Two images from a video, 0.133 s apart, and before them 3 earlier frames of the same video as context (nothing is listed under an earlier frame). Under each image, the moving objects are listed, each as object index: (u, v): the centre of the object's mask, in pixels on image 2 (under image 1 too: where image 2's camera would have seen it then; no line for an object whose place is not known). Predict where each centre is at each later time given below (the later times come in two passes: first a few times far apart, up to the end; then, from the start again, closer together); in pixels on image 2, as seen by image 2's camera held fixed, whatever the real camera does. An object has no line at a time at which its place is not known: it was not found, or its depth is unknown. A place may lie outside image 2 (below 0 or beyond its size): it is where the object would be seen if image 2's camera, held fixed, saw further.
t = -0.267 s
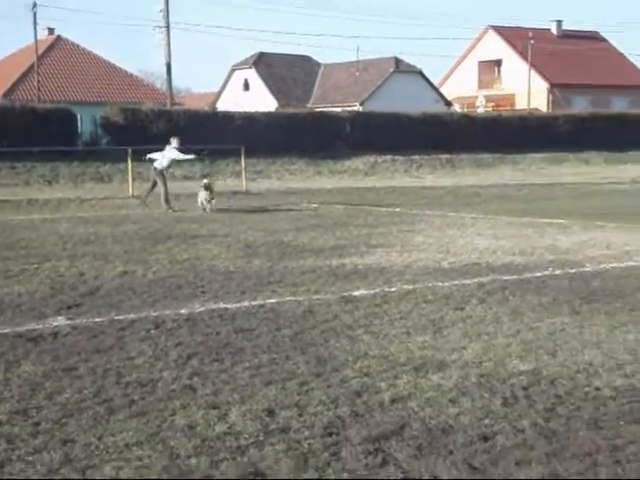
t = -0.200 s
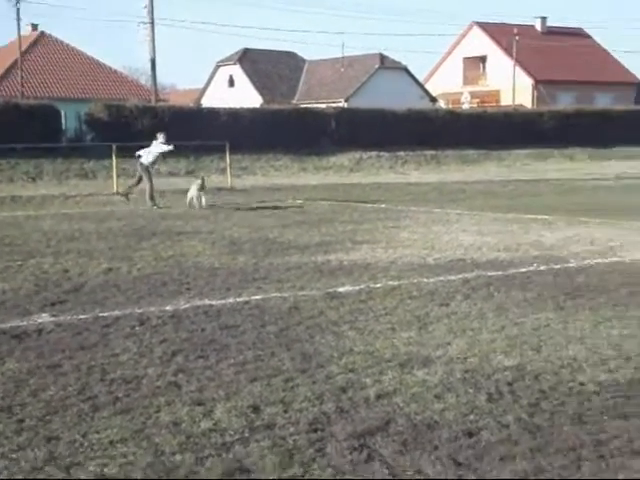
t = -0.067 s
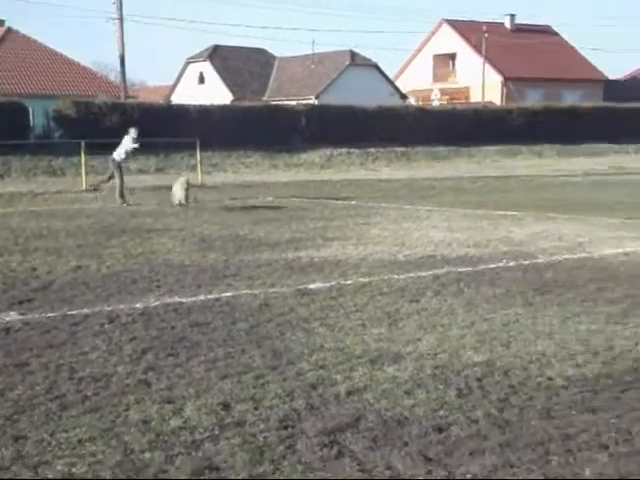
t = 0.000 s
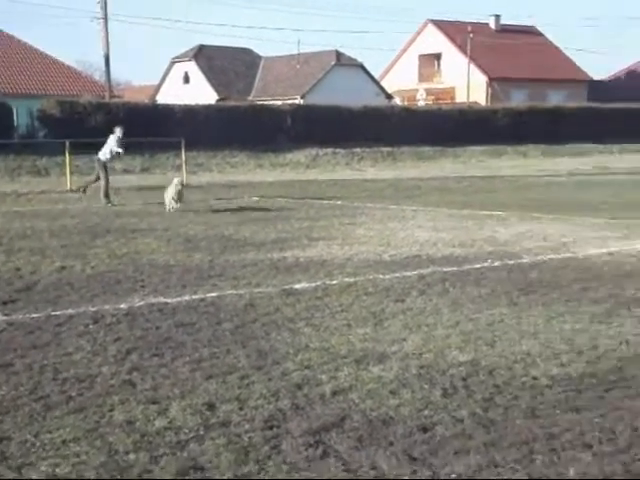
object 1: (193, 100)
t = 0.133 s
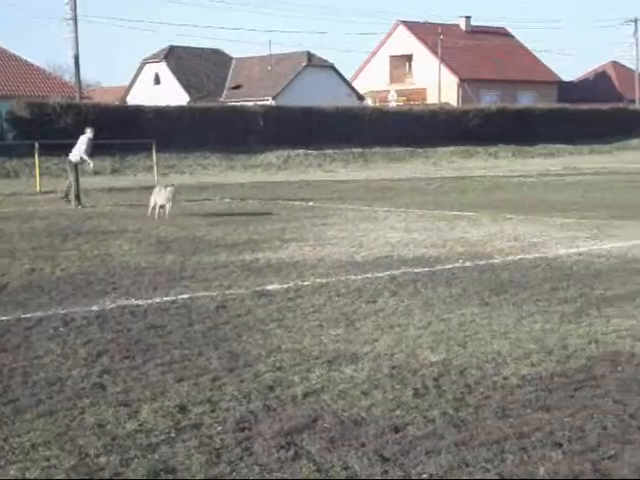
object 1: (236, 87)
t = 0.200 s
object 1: (258, 82)
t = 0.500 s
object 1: (371, 52)
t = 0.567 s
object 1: (400, 43)
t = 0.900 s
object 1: (564, 14)
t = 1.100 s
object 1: (687, 13)
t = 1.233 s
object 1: (780, 19)
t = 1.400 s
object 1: (912, 39)
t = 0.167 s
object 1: (247, 84)
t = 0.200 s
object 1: (258, 82)
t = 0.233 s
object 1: (270, 79)
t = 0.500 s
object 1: (371, 52)
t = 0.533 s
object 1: (385, 48)
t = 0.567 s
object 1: (400, 43)
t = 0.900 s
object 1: (564, 14)
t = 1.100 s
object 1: (687, 13)
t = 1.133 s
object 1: (709, 14)
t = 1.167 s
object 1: (731, 15)
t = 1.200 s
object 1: (755, 17)
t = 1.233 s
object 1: (780, 19)
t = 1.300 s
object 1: (830, 25)
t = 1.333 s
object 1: (856, 29)
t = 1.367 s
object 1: (883, 33)
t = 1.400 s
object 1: (912, 39)
